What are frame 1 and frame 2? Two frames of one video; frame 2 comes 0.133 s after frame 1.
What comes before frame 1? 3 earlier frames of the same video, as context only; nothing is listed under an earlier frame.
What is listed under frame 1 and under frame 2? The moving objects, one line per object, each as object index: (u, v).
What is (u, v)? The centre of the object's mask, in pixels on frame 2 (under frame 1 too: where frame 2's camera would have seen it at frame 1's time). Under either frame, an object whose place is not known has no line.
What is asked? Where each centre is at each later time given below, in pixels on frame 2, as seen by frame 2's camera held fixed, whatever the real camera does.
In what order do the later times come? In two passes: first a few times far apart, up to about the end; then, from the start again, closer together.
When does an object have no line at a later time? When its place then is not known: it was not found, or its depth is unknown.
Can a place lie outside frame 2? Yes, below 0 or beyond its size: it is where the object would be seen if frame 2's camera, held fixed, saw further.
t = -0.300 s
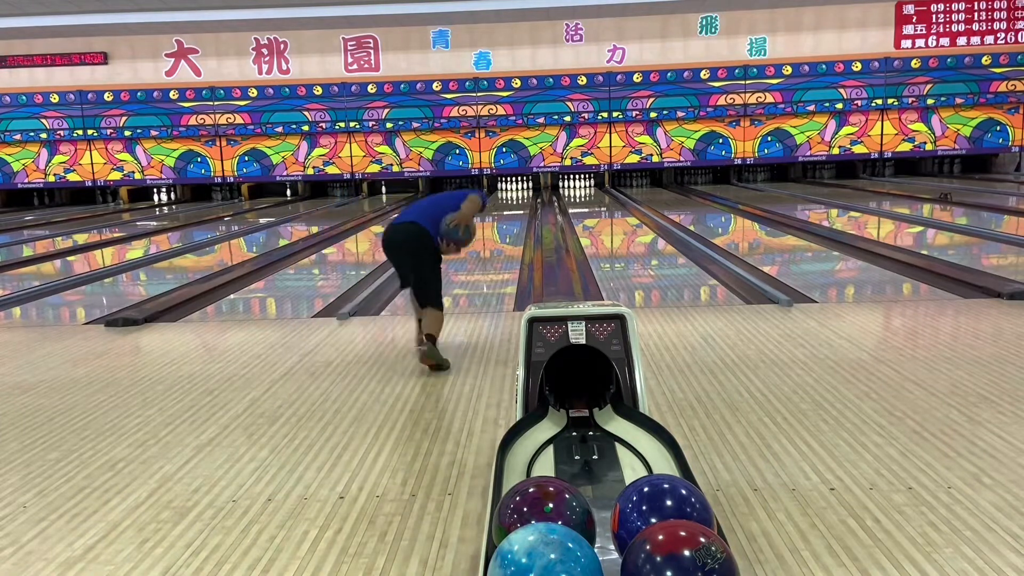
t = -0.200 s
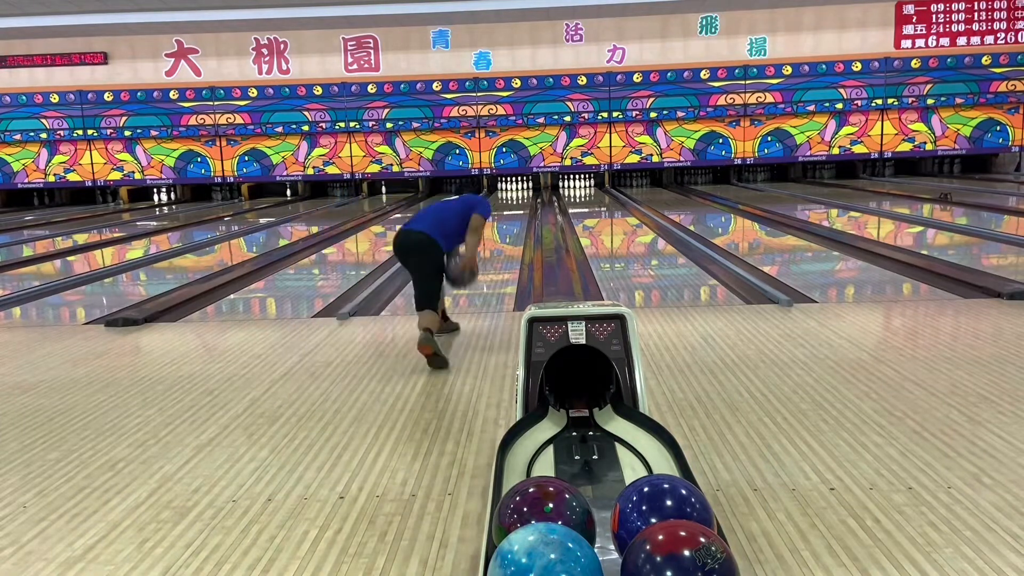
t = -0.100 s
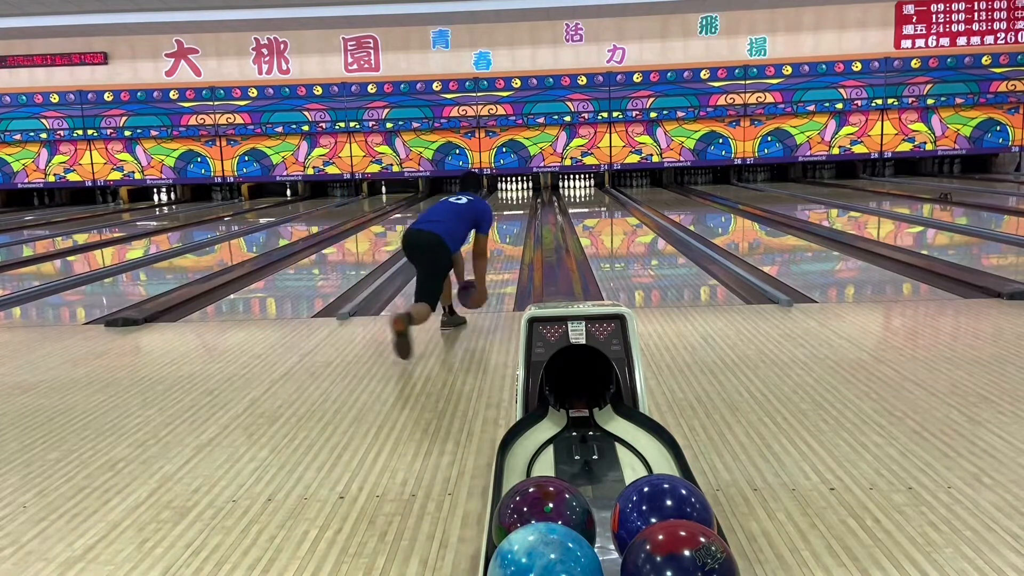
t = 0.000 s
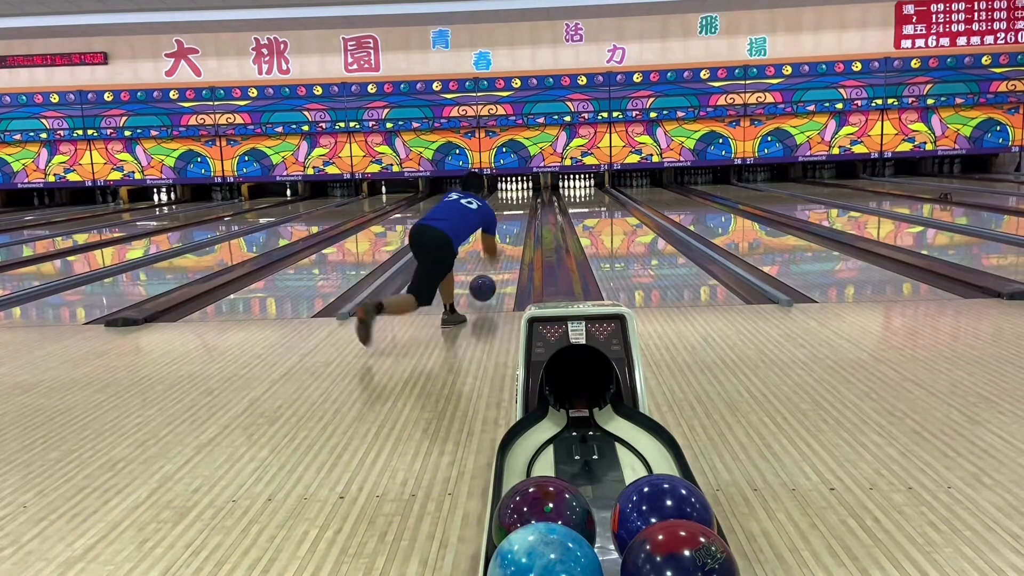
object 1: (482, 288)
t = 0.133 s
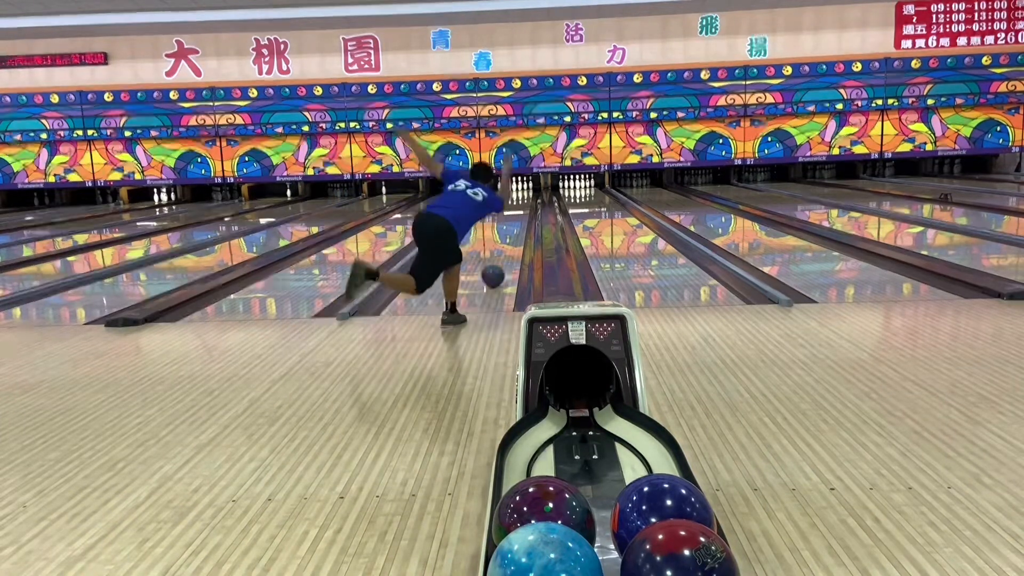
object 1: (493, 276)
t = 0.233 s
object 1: (498, 264)
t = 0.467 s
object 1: (509, 244)
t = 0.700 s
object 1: (515, 230)
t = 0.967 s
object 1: (520, 218)
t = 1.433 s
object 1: (525, 204)
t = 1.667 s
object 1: (526, 199)
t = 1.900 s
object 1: (525, 196)
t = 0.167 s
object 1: (495, 272)
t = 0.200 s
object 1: (497, 268)
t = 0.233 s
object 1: (498, 264)
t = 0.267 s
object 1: (500, 261)
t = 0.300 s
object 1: (502, 258)
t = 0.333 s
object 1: (503, 254)
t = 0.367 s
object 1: (505, 252)
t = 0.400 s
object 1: (506, 249)
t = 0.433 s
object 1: (508, 246)
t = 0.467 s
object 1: (509, 244)
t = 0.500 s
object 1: (510, 241)
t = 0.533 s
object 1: (511, 239)
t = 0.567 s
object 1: (512, 237)
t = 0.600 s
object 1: (513, 235)
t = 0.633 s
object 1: (514, 233)
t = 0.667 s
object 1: (514, 231)
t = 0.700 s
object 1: (515, 230)
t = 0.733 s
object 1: (516, 228)
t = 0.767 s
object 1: (517, 226)
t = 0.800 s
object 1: (517, 225)
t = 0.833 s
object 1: (518, 223)
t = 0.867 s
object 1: (519, 222)
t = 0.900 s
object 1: (519, 220)
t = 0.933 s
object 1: (520, 219)
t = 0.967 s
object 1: (520, 218)
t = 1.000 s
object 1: (521, 217)
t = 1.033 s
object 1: (521, 216)
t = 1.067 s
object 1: (522, 214)
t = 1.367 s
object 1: (525, 204)
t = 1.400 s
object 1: (525, 204)
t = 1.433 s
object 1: (525, 204)
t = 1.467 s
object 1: (526, 203)
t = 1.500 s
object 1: (526, 202)
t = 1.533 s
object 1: (526, 202)
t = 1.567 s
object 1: (526, 200)
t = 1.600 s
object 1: (526, 200)
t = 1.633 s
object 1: (526, 199)
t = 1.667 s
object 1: (526, 199)
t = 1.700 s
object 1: (526, 197)
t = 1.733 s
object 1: (526, 197)
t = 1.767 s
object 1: (526, 197)
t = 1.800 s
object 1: (526, 196)
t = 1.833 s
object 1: (526, 196)
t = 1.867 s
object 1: (525, 196)
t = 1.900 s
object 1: (525, 196)
